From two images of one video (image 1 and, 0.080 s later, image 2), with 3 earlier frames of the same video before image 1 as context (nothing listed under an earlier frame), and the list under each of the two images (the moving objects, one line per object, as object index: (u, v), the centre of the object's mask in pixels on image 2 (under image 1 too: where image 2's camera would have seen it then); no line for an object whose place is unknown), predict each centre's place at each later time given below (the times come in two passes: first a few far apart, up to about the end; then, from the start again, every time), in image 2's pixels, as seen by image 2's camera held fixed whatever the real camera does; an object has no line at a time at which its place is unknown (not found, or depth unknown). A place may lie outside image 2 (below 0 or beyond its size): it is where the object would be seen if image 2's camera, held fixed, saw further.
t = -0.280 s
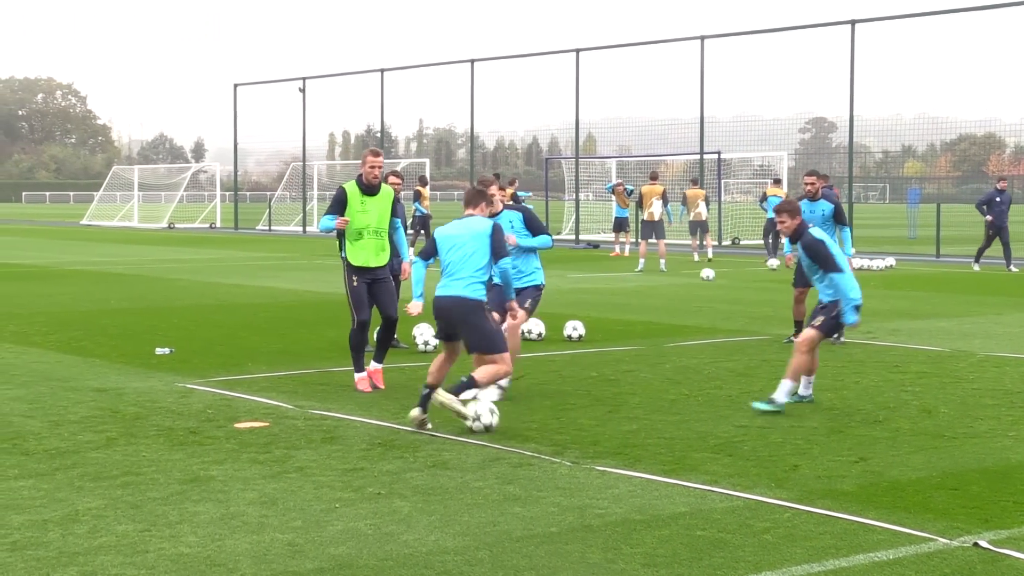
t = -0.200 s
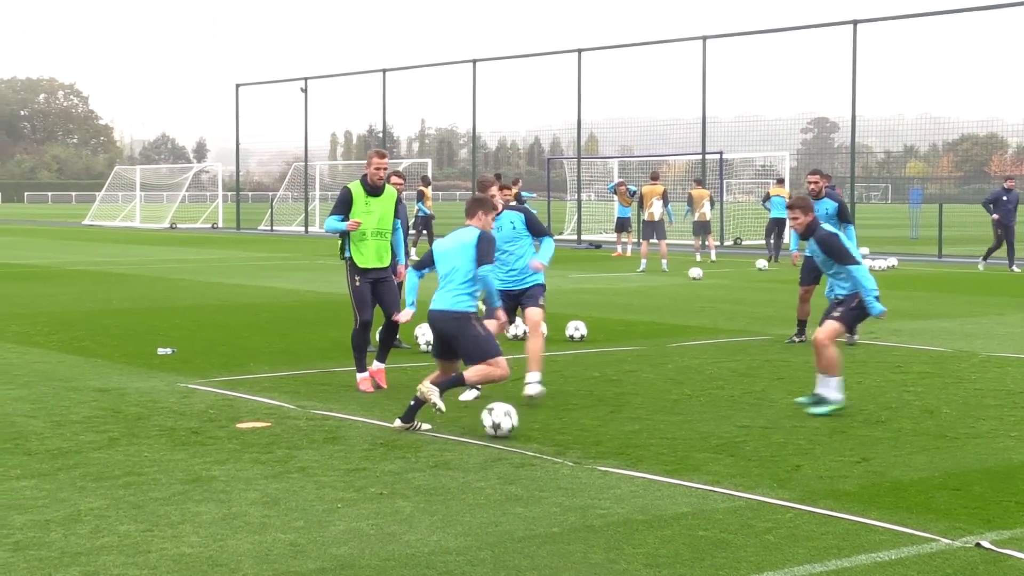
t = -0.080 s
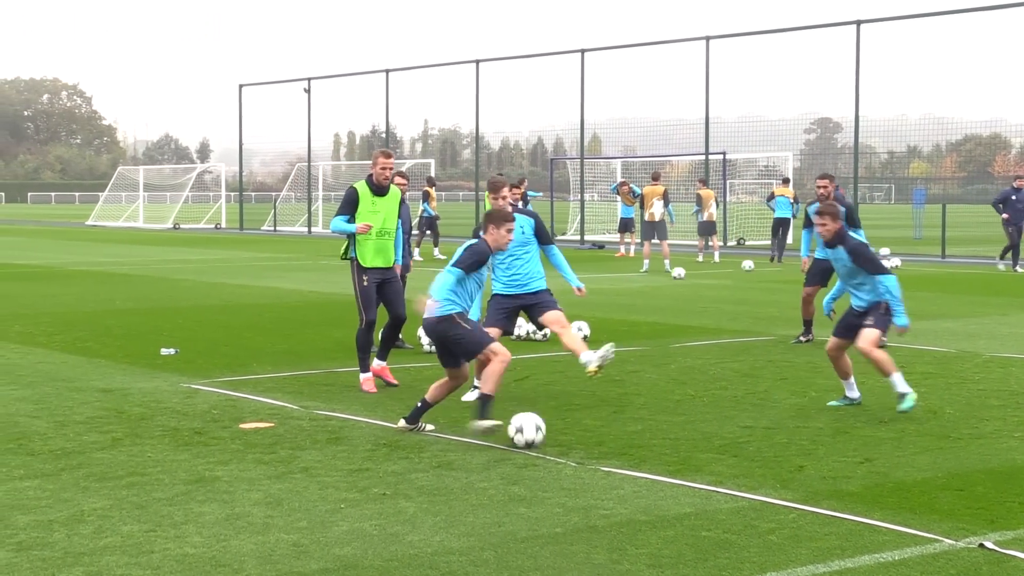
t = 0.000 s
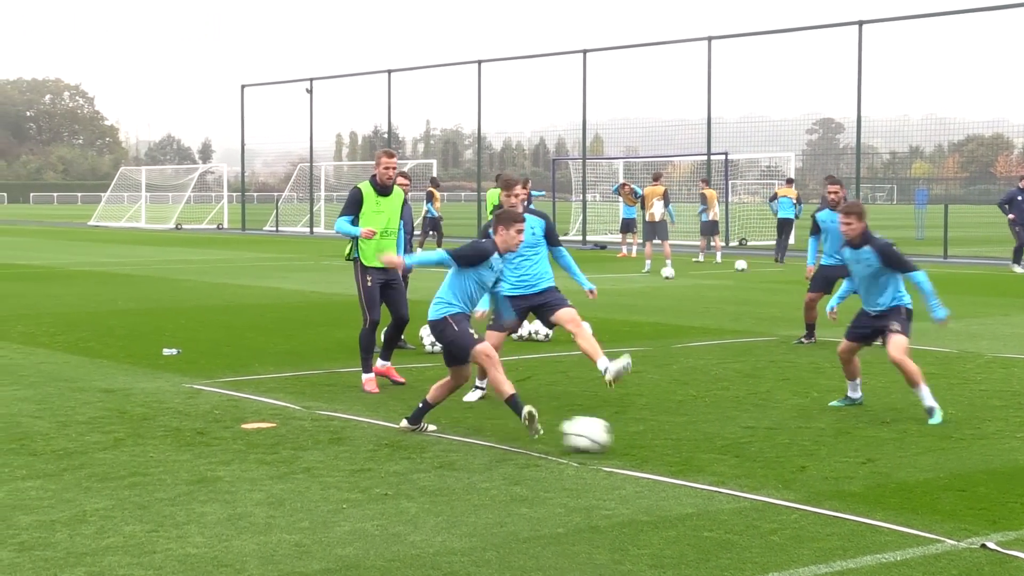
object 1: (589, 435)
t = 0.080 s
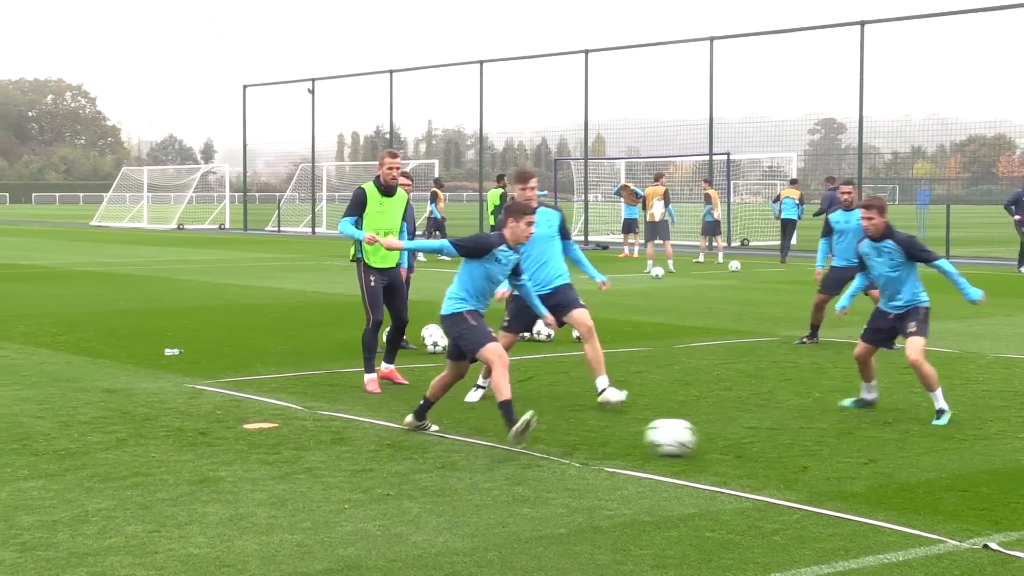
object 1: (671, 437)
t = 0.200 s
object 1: (791, 444)
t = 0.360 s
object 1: (937, 451)
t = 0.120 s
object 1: (711, 439)
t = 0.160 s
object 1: (751, 441)
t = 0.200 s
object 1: (791, 444)
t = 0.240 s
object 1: (828, 444)
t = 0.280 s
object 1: (865, 447)
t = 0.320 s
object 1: (901, 450)
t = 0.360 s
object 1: (937, 451)
